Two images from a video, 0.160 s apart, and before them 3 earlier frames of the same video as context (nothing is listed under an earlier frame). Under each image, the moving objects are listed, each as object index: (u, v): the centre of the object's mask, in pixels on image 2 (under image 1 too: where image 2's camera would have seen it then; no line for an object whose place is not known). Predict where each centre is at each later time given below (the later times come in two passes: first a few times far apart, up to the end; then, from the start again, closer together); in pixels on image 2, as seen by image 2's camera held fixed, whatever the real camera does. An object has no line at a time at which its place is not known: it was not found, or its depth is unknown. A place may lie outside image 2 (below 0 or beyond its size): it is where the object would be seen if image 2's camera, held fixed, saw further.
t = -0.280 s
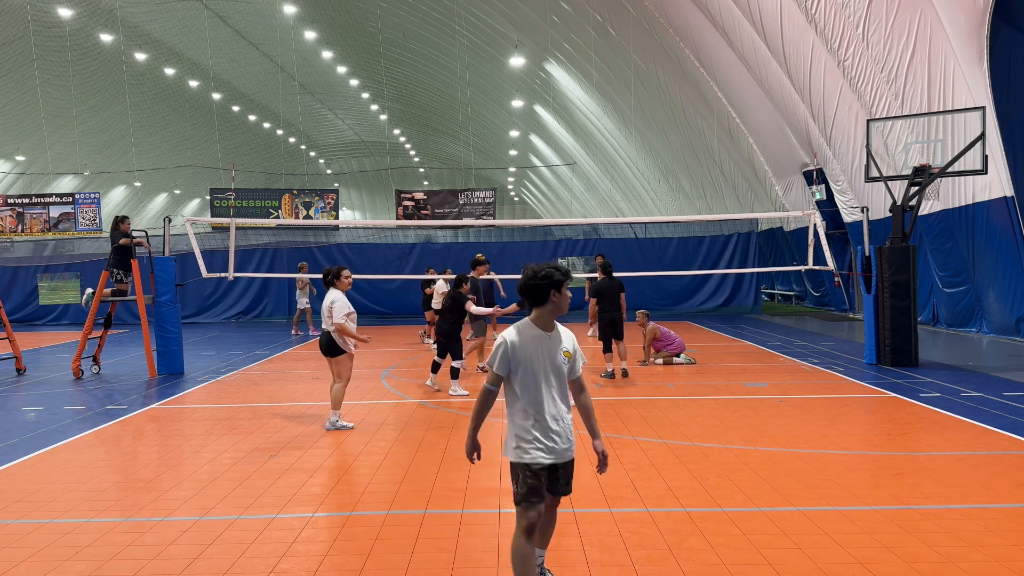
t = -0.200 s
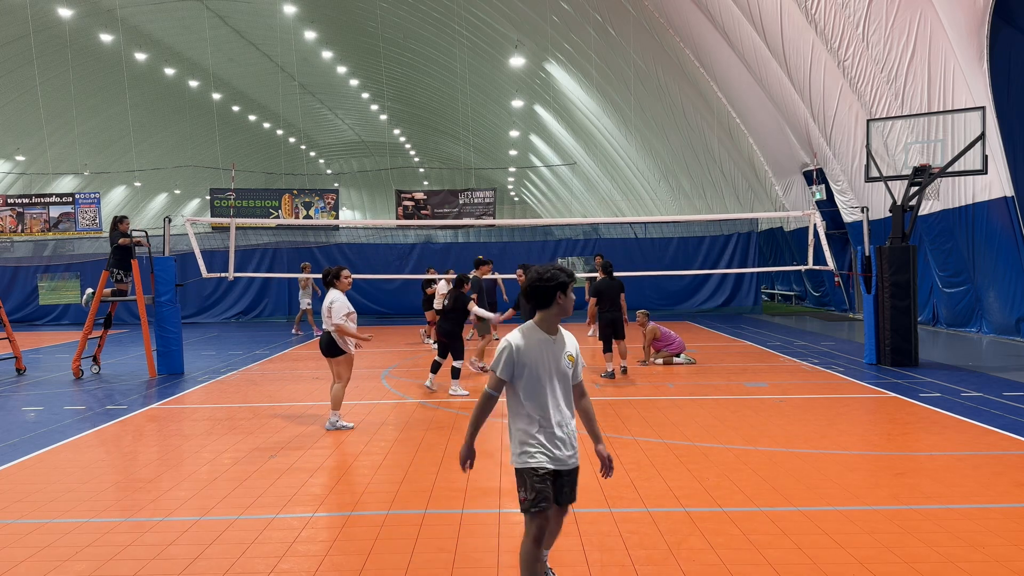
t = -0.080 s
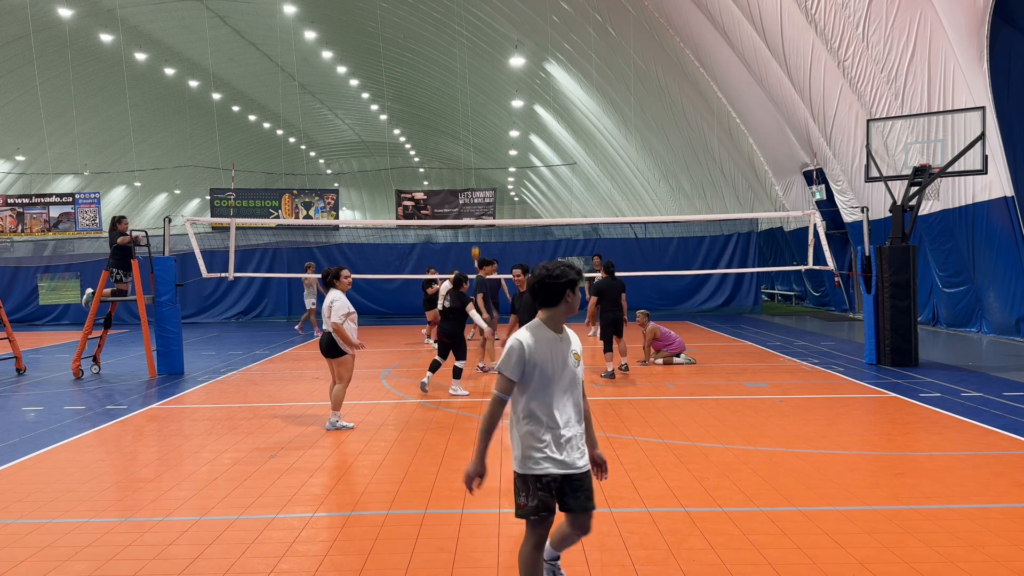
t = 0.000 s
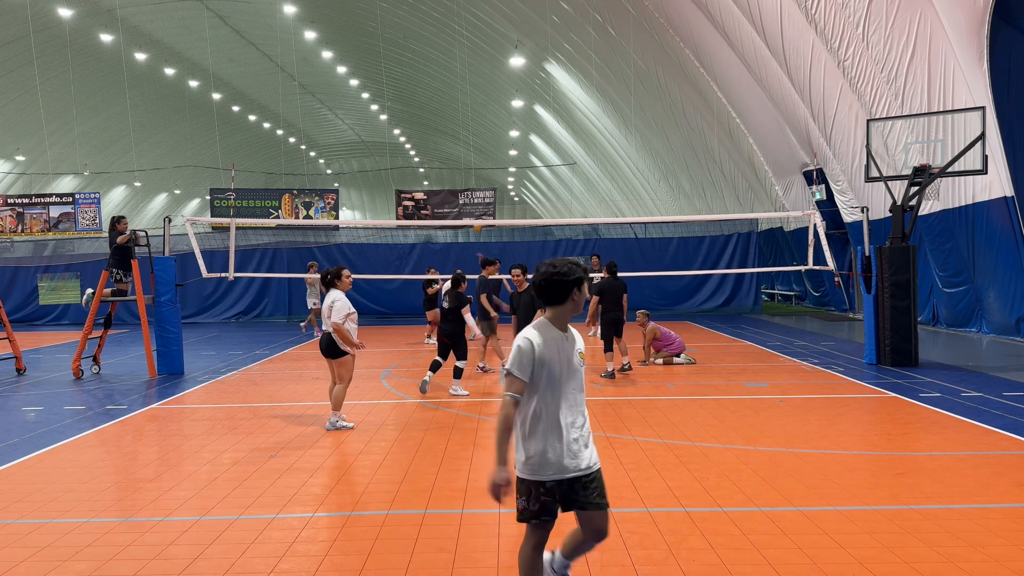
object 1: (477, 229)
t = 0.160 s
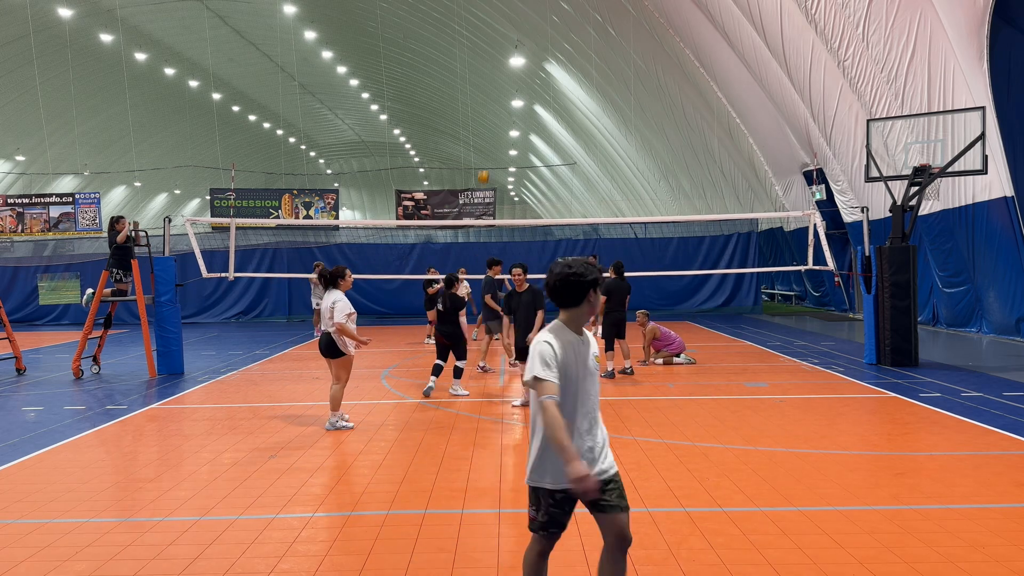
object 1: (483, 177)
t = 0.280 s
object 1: (487, 154)
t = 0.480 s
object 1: (499, 107)
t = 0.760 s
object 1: (523, 70)
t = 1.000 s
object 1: (552, 80)
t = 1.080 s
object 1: (564, 96)
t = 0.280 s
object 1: (487, 154)
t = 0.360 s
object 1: (491, 133)
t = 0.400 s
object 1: (493, 124)
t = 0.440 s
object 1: (496, 115)
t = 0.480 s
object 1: (499, 107)
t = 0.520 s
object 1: (501, 99)
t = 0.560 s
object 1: (504, 92)
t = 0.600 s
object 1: (507, 85)
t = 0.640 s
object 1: (511, 81)
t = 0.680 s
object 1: (515, 76)
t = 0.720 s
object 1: (518, 72)
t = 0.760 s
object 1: (523, 70)
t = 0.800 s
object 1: (527, 68)
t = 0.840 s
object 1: (532, 68)
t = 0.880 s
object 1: (536, 69)
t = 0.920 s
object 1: (541, 70)
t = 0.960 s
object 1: (546, 75)
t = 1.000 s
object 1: (552, 80)
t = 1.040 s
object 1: (558, 87)
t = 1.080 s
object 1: (564, 96)
